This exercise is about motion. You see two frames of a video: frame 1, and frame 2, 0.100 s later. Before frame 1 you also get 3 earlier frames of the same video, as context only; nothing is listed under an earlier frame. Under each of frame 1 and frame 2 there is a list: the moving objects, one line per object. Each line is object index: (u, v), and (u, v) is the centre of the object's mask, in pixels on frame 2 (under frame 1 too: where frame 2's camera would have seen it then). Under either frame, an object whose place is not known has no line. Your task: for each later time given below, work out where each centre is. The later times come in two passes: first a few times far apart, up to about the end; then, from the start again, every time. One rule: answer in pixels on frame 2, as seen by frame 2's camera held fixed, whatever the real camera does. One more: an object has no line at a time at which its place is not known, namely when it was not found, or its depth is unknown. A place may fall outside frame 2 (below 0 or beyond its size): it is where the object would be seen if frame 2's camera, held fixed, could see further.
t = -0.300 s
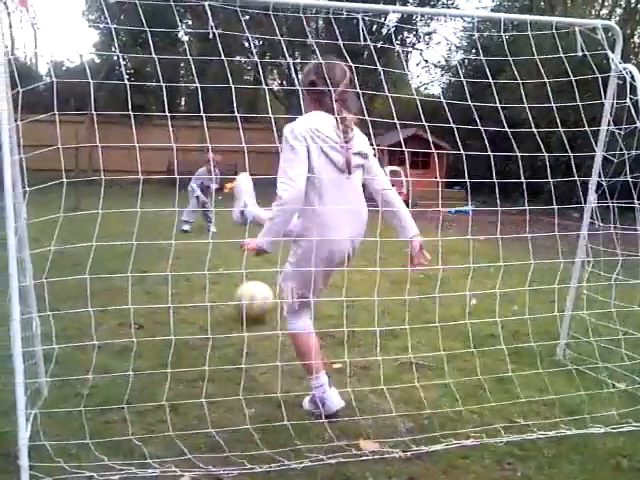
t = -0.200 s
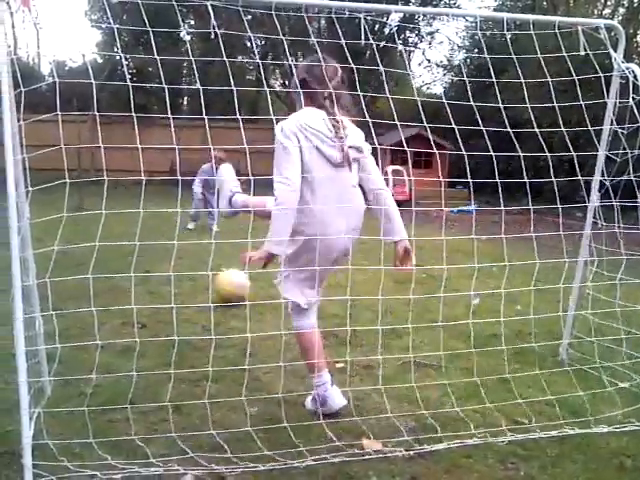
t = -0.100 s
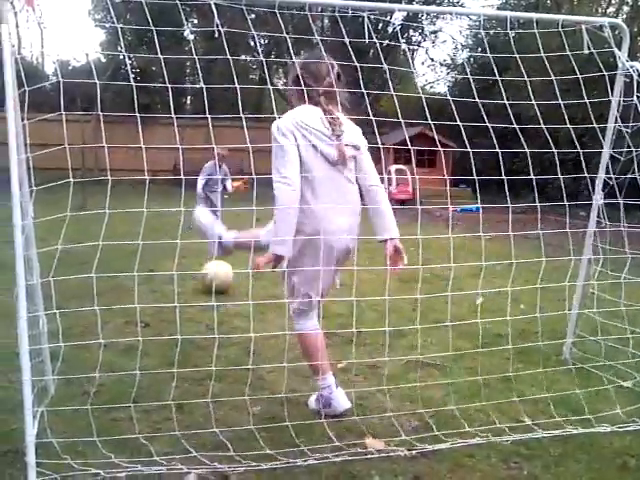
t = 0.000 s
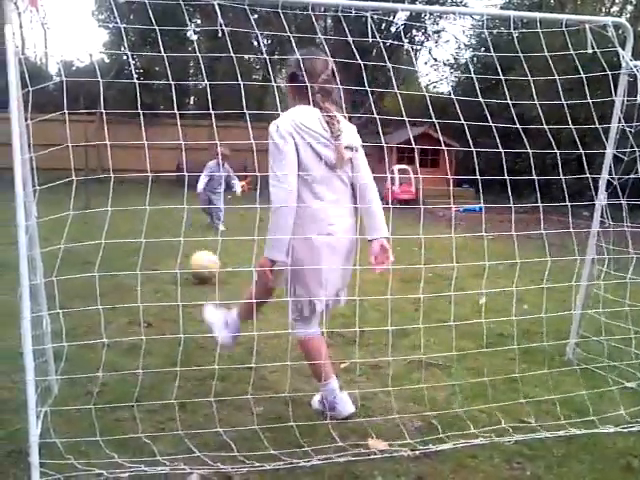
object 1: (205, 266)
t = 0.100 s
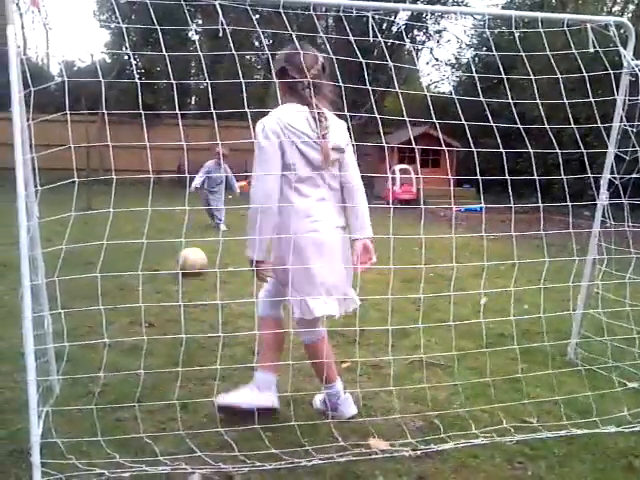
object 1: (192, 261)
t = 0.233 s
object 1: (178, 253)
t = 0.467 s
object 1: (152, 235)
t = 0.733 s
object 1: (132, 231)
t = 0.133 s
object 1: (188, 257)
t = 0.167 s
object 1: (184, 254)
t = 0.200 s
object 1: (180, 253)
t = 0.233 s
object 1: (178, 253)
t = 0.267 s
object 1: (174, 250)
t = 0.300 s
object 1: (170, 245)
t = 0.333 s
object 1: (167, 241)
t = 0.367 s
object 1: (162, 237)
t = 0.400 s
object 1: (159, 235)
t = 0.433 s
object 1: (156, 234)
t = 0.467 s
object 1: (152, 235)
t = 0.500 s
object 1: (149, 238)
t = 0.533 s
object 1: (146, 239)
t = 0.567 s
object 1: (143, 236)
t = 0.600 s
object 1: (140, 234)
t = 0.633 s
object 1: (138, 232)
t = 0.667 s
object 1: (135, 232)
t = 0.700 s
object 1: (133, 232)
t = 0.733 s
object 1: (132, 231)
